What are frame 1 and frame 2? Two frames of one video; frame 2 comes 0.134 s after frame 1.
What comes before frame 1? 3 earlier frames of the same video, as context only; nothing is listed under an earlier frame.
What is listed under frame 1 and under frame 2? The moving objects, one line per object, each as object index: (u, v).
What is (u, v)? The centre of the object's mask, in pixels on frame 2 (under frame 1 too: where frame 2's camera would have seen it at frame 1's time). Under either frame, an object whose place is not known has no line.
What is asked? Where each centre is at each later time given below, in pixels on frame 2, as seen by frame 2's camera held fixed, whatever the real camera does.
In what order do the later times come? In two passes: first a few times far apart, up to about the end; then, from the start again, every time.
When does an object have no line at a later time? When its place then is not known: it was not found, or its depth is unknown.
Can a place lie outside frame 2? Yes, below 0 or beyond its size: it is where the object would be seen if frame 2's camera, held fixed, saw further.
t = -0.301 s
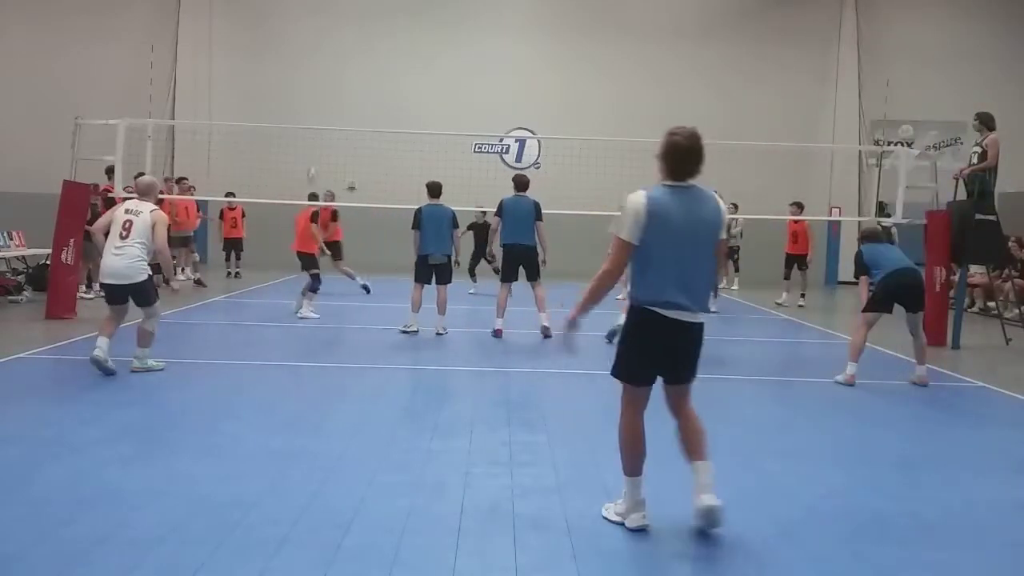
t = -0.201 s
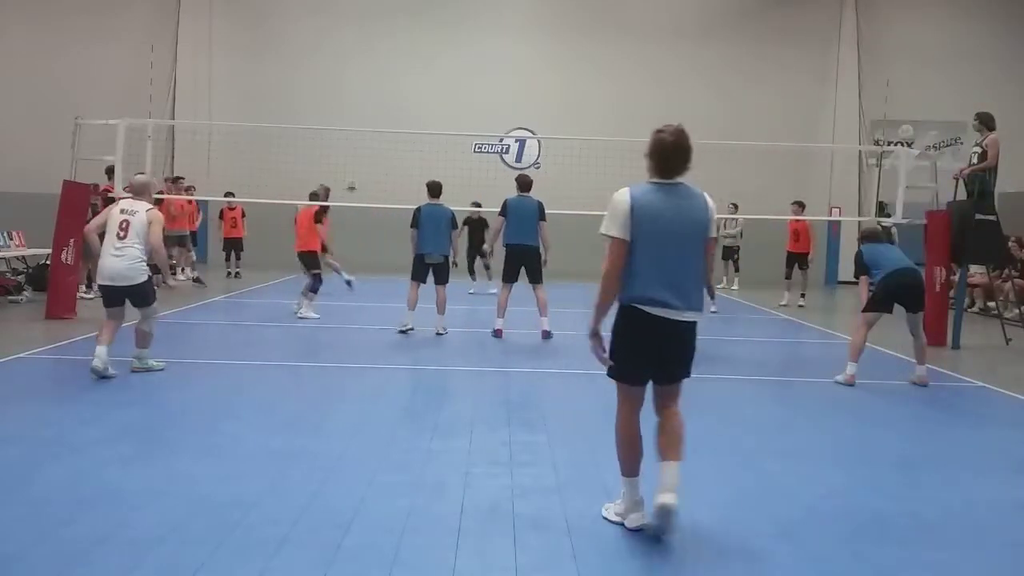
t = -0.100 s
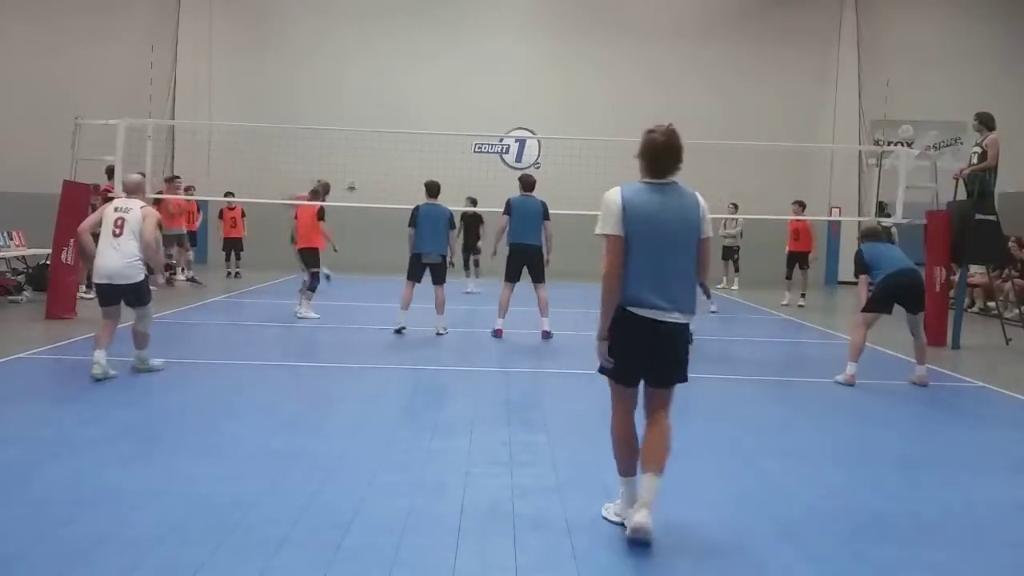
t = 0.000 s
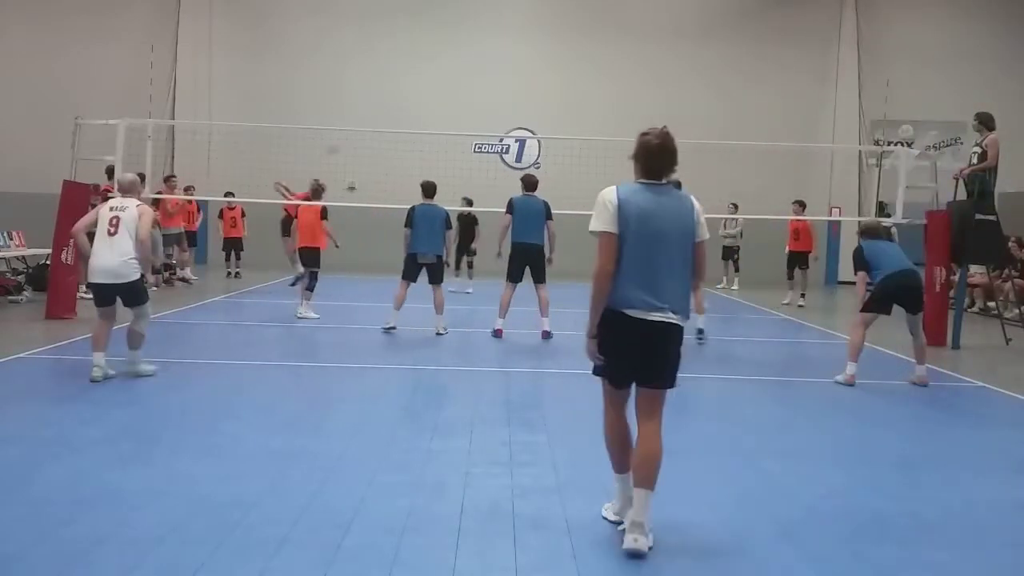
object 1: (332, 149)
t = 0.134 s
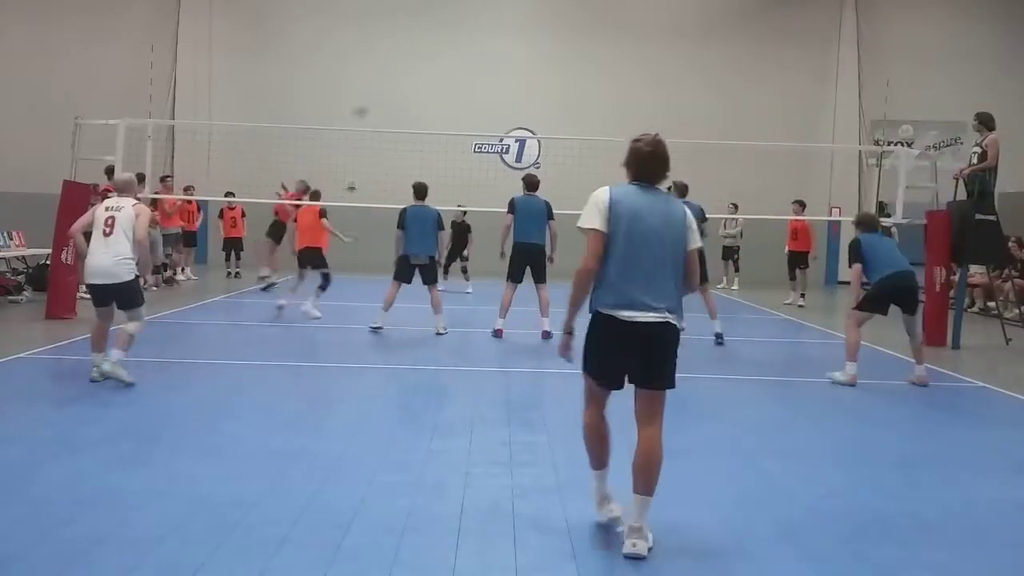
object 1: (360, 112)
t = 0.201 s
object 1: (375, 97)
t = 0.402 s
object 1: (421, 67)
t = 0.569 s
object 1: (463, 59)
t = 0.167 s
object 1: (367, 105)
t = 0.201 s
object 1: (375, 97)
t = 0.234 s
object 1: (383, 90)
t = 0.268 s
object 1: (390, 84)
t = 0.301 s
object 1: (397, 80)
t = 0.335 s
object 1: (404, 73)
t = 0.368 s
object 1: (412, 70)
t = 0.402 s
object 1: (421, 67)
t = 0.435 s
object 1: (429, 61)
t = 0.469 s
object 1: (437, 60)
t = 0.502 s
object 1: (446, 59)
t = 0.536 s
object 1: (454, 62)
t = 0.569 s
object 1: (463, 59)
